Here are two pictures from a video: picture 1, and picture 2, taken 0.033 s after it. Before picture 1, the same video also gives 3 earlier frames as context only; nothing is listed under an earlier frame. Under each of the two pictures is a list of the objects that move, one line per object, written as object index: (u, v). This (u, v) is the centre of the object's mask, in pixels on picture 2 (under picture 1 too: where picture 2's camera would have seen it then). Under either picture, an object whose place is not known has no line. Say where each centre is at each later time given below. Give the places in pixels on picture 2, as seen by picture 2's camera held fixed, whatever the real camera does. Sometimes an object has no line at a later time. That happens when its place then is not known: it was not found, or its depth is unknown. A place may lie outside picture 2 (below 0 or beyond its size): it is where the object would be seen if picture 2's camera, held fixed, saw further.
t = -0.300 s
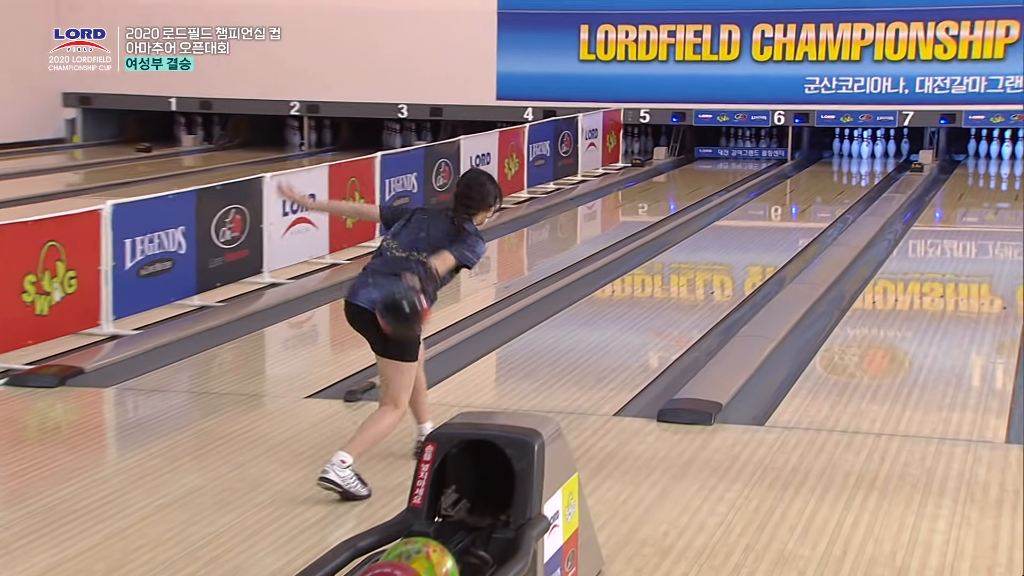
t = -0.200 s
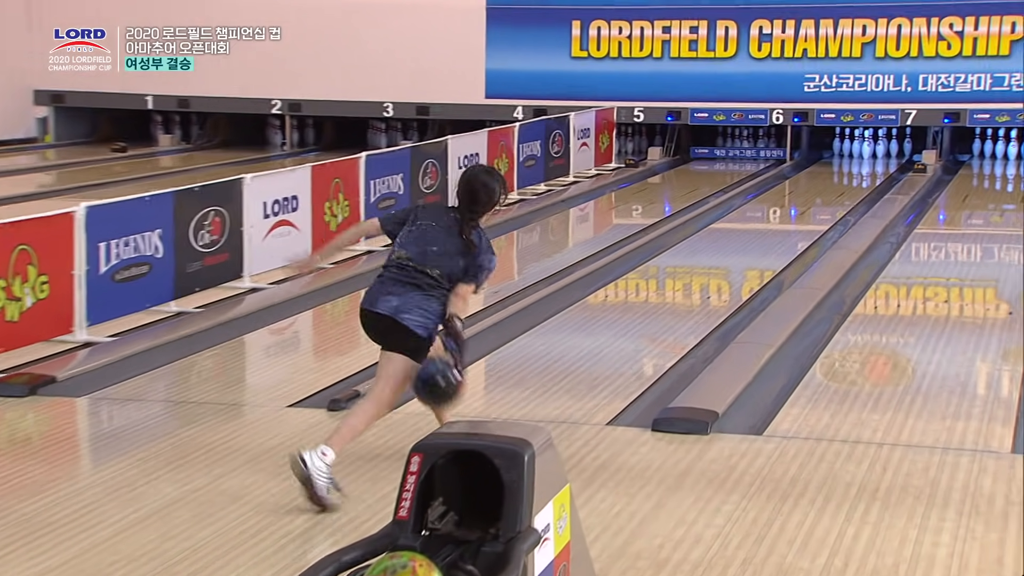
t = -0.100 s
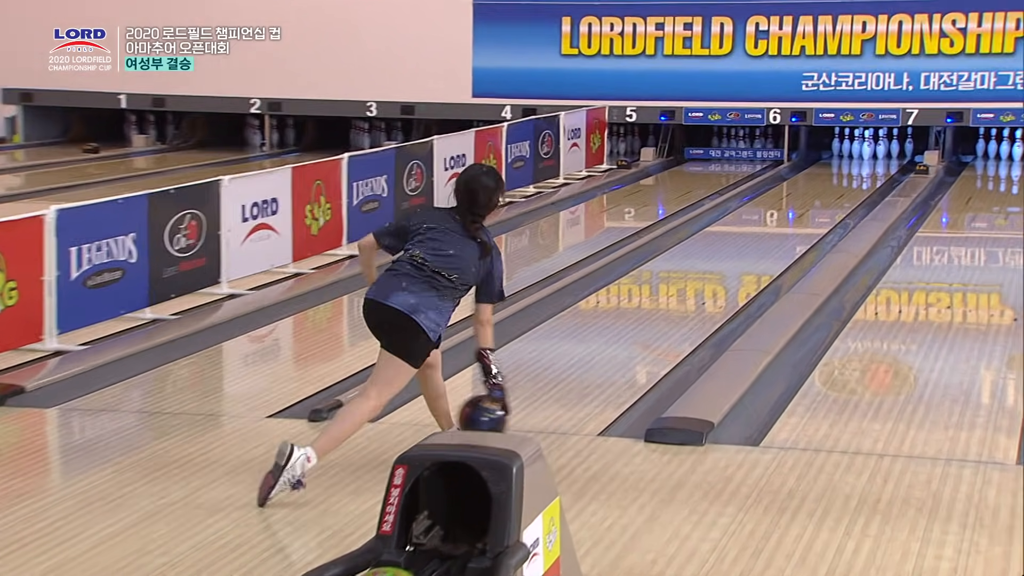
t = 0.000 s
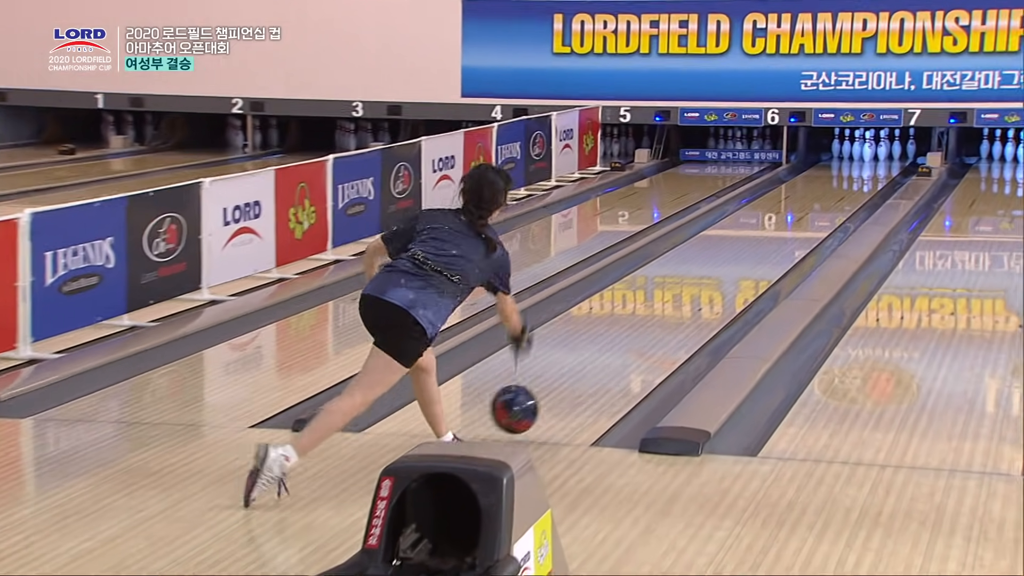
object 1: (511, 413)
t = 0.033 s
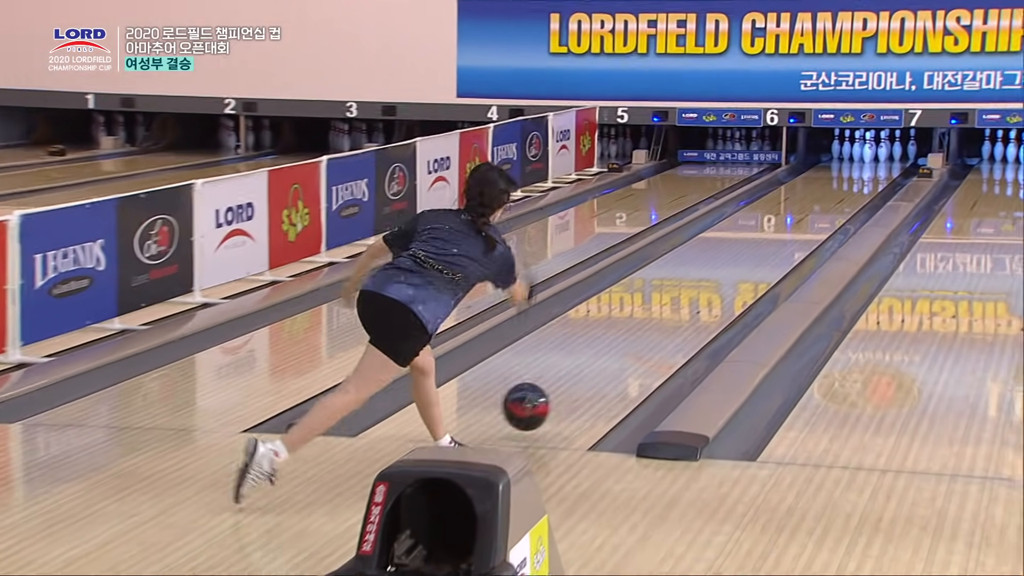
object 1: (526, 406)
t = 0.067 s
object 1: (534, 404)
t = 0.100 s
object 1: (547, 401)
